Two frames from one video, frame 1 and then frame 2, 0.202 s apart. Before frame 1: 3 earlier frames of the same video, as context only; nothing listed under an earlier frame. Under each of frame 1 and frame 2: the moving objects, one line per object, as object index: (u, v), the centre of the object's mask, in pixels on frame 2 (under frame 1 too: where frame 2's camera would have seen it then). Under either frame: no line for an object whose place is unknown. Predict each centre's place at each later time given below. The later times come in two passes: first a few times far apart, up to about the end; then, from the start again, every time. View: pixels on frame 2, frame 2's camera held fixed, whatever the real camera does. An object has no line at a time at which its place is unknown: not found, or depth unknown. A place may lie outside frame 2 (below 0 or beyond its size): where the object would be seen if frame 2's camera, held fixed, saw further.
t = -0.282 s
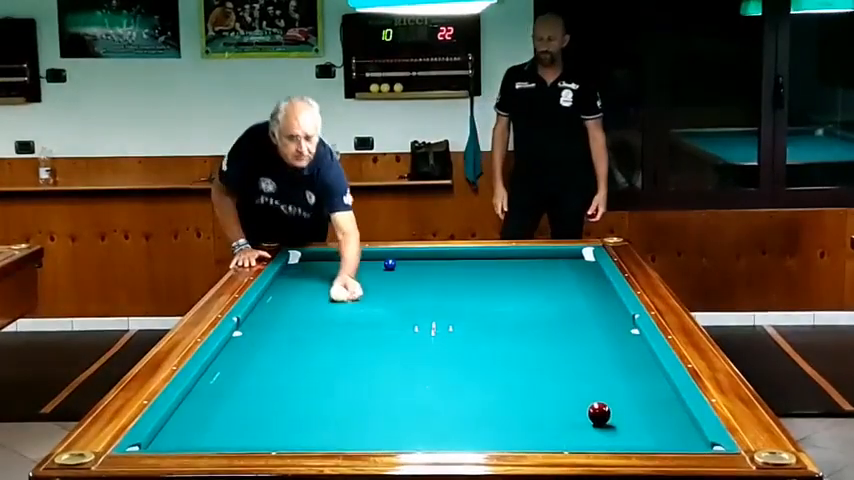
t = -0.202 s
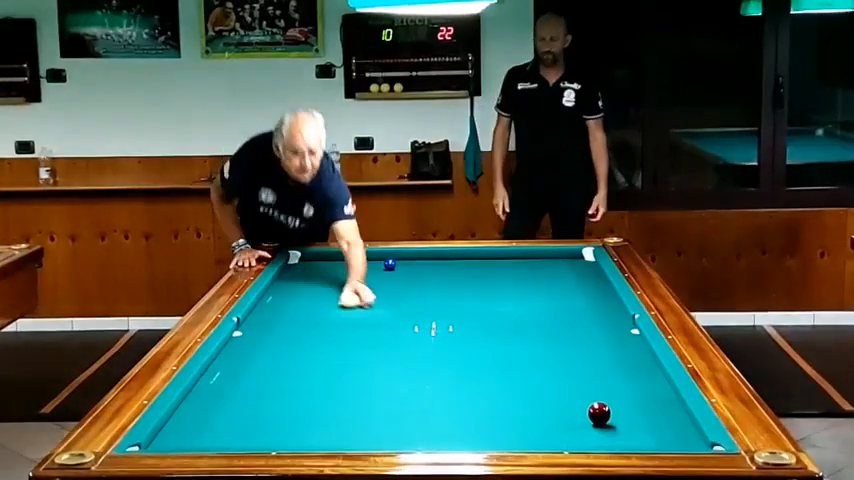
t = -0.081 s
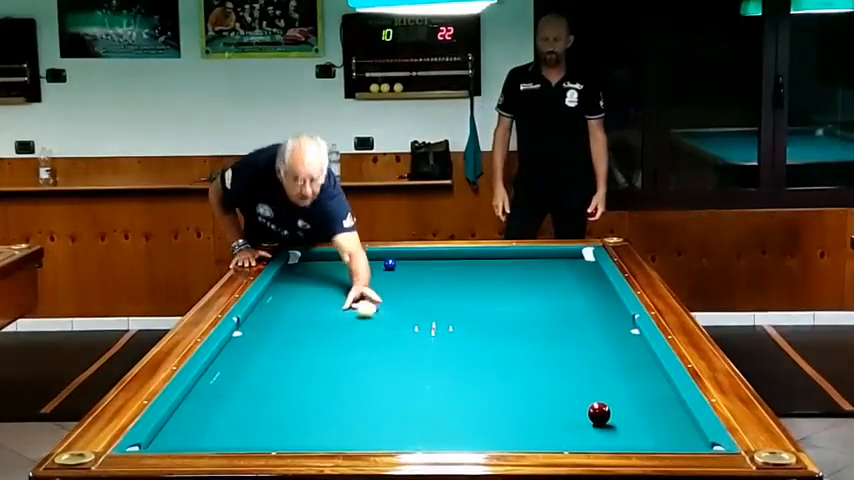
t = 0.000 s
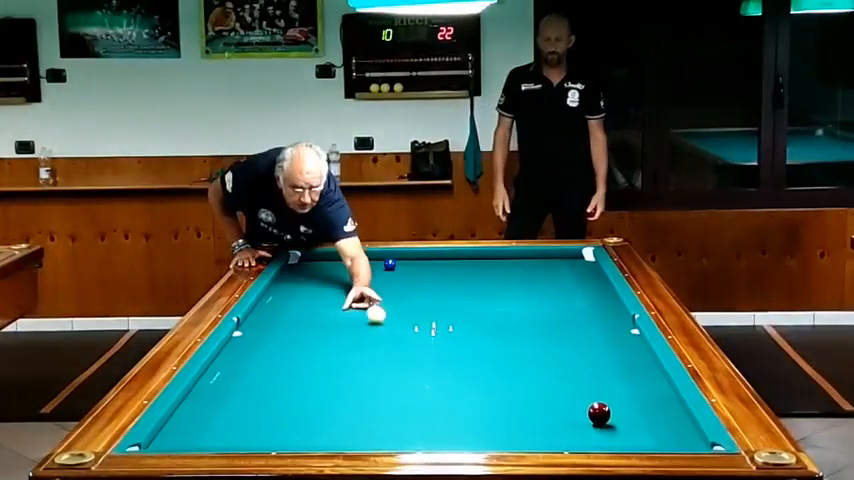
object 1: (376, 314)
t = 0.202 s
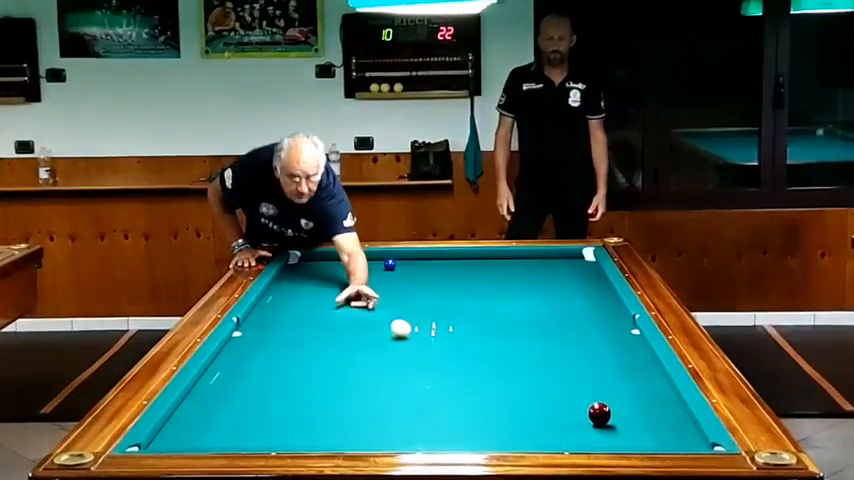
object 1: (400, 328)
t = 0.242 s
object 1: (405, 331)
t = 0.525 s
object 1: (442, 352)
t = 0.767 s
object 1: (479, 372)
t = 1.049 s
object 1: (527, 399)
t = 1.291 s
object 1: (574, 426)
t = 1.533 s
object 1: (625, 441)
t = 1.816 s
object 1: (652, 424)
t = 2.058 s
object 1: (673, 410)
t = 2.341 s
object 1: (651, 396)
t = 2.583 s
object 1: (632, 386)
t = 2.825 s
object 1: (614, 376)
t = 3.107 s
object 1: (595, 365)
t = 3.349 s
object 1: (580, 357)
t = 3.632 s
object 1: (564, 347)
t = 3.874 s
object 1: (551, 340)
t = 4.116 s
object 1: (538, 333)
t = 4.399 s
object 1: (525, 326)
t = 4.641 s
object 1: (513, 319)
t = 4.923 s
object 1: (502, 313)
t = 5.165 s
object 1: (493, 308)
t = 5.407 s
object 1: (484, 304)
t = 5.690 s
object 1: (475, 298)
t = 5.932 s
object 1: (468, 294)
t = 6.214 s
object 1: (460, 290)
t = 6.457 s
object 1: (454, 286)
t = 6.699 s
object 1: (447, 282)
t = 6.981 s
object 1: (441, 279)
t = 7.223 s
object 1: (435, 276)
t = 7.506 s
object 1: (429, 272)
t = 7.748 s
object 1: (424, 270)
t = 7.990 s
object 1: (420, 267)
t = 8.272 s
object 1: (415, 264)
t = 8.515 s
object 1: (411, 262)
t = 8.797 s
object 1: (407, 260)
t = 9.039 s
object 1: (403, 258)
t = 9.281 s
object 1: (400, 256)
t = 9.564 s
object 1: (397, 255)
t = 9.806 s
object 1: (395, 256)
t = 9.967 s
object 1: (393, 256)
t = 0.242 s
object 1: (405, 331)
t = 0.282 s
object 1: (410, 333)
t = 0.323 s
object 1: (415, 336)
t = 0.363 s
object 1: (420, 339)
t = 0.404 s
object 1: (426, 342)
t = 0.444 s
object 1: (431, 345)
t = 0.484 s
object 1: (437, 348)
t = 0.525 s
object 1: (442, 352)
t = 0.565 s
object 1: (448, 354)
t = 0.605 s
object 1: (454, 358)
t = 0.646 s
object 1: (460, 361)
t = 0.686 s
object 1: (466, 364)
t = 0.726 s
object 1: (472, 368)
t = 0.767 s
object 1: (479, 372)
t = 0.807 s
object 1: (485, 375)
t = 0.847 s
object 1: (492, 379)
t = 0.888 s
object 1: (498, 383)
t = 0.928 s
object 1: (505, 386)
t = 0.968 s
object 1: (513, 391)
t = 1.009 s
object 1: (520, 394)
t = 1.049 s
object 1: (527, 399)
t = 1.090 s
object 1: (535, 403)
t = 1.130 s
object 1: (542, 407)
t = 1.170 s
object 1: (550, 412)
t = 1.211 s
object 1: (558, 416)
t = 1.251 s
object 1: (566, 421)
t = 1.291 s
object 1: (574, 426)
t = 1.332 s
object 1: (584, 432)
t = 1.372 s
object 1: (592, 434)
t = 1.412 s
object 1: (601, 438)
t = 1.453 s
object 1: (610, 441)
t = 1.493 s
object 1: (619, 443)
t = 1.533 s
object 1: (625, 441)
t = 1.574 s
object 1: (629, 440)
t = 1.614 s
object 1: (632, 437)
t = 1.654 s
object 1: (636, 435)
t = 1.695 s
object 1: (640, 433)
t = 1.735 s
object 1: (643, 430)
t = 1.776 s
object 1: (647, 427)
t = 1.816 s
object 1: (652, 424)
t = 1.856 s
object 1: (655, 422)
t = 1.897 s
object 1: (659, 420)
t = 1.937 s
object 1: (663, 417)
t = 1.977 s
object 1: (666, 415)
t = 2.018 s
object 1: (670, 412)
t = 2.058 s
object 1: (673, 410)
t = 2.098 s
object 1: (673, 408)
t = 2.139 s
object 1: (668, 406)
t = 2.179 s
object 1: (664, 404)
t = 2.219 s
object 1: (661, 402)
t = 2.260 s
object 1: (657, 400)
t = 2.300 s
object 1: (654, 398)
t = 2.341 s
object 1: (651, 396)
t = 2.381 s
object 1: (648, 394)
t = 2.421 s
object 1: (644, 393)
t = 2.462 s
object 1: (641, 391)
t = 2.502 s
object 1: (638, 389)
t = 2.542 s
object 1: (635, 387)
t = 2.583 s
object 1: (632, 386)
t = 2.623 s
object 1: (629, 384)
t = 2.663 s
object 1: (626, 382)
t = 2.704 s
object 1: (623, 380)
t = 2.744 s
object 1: (620, 379)
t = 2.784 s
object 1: (617, 377)
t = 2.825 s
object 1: (614, 376)
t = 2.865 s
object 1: (611, 374)
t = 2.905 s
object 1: (608, 373)
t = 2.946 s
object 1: (606, 371)
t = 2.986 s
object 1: (603, 370)
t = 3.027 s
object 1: (600, 368)
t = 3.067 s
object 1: (598, 367)
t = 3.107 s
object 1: (595, 365)
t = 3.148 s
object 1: (592, 364)
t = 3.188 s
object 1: (590, 362)
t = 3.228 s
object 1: (587, 361)
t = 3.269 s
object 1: (585, 360)
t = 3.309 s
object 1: (582, 358)
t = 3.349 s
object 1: (580, 357)
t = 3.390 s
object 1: (578, 355)
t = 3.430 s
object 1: (575, 354)
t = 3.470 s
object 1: (573, 353)
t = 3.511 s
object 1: (570, 352)
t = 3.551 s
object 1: (568, 350)
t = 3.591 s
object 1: (566, 349)
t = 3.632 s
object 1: (564, 347)
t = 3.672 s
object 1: (562, 346)
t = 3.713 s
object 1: (560, 345)
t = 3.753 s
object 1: (557, 344)
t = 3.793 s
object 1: (555, 342)
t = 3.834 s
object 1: (553, 341)
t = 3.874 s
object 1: (551, 340)
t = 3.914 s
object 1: (549, 339)
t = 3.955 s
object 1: (547, 338)
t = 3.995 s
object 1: (545, 337)
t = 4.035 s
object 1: (543, 335)
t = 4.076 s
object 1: (541, 334)
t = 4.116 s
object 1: (538, 333)
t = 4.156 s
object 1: (537, 333)
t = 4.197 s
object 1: (535, 331)
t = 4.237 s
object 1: (533, 330)
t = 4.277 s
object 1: (531, 329)
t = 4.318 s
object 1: (529, 328)
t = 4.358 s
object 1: (527, 327)
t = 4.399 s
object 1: (525, 326)
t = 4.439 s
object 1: (524, 325)
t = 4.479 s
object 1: (522, 324)
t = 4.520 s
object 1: (520, 323)
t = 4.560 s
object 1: (518, 322)
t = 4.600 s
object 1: (516, 321)
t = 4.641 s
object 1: (513, 319)
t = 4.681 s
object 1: (511, 318)
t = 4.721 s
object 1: (510, 318)
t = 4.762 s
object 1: (508, 317)
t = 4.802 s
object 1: (507, 316)
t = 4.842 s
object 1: (505, 315)
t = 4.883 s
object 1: (503, 314)
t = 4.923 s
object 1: (502, 313)
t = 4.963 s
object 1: (500, 312)
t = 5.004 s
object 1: (499, 311)
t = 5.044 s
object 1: (497, 311)
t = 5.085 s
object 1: (496, 310)
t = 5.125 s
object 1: (494, 309)
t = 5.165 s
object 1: (493, 308)
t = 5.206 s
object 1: (492, 307)
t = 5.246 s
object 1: (490, 306)
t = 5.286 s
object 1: (489, 306)
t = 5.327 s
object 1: (487, 305)
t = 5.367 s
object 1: (486, 304)
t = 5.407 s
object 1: (484, 304)
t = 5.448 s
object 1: (483, 303)
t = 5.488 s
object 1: (481, 302)
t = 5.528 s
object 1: (480, 301)
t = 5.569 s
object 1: (479, 301)
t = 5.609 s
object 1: (478, 300)
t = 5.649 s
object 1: (477, 299)
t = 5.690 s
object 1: (475, 298)
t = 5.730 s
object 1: (474, 298)
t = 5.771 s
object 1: (473, 297)
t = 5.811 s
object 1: (472, 296)
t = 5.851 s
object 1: (471, 296)
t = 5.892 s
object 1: (469, 295)
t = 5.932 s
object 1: (468, 294)
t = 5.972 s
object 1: (467, 294)
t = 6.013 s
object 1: (466, 293)
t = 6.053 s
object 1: (465, 292)
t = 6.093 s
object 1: (463, 292)
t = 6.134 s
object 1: (462, 291)
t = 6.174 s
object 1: (461, 290)
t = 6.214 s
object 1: (460, 290)
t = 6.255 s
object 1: (459, 289)
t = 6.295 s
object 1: (458, 288)
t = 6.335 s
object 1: (457, 288)
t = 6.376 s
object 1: (456, 287)
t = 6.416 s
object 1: (455, 286)
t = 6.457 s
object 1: (454, 286)
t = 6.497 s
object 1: (452, 285)
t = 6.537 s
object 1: (451, 285)
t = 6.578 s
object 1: (450, 284)
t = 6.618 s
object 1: (449, 283)
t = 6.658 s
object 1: (448, 283)
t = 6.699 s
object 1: (447, 282)
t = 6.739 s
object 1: (446, 282)
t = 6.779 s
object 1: (445, 281)
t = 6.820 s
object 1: (444, 281)
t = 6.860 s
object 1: (443, 280)
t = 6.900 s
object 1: (442, 280)
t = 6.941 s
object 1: (442, 279)
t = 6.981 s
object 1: (441, 279)
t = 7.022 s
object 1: (440, 278)
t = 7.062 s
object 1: (439, 278)
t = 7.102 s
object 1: (438, 277)
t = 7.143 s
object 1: (437, 277)
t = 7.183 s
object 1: (436, 276)
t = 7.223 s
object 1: (435, 276)
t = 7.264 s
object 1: (434, 275)
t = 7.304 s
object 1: (433, 275)
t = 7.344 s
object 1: (432, 274)
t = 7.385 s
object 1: (432, 274)
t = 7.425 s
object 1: (431, 273)
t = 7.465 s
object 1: (430, 273)
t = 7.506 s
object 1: (429, 272)
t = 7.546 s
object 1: (429, 272)
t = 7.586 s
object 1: (427, 272)
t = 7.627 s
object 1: (427, 271)
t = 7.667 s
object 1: (426, 271)
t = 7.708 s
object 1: (425, 270)
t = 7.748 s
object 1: (424, 270)
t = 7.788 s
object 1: (423, 269)
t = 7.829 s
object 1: (423, 269)
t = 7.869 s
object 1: (422, 269)
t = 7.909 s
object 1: (421, 268)
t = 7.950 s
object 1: (420, 268)
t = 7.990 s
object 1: (420, 267)
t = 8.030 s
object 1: (419, 267)
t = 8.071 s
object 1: (418, 266)
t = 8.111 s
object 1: (418, 266)
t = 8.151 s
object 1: (417, 265)
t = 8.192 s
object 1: (416, 265)
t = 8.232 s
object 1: (415, 265)
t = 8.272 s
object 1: (415, 264)
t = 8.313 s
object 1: (414, 264)
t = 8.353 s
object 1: (414, 264)
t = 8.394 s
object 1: (413, 263)
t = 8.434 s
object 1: (412, 263)
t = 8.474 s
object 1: (412, 263)
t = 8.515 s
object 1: (411, 262)
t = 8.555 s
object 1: (410, 262)
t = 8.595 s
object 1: (410, 262)
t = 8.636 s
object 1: (409, 261)
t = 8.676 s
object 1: (408, 261)
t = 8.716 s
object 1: (408, 260)
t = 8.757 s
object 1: (407, 260)
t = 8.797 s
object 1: (407, 260)
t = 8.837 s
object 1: (406, 259)
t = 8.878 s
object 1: (405, 259)
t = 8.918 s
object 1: (405, 259)
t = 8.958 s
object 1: (404, 258)
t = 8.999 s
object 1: (404, 258)
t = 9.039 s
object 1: (403, 258)
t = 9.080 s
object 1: (403, 257)
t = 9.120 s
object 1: (402, 257)
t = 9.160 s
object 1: (402, 257)
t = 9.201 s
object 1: (401, 256)
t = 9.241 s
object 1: (400, 256)
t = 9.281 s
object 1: (400, 256)
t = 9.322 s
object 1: (399, 255)
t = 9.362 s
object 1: (399, 255)
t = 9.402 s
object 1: (399, 255)
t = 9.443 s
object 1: (399, 255)
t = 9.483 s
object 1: (398, 255)
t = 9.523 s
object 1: (398, 255)
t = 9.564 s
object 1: (397, 255)
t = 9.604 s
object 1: (396, 255)
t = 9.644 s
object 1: (396, 256)
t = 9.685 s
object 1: (396, 255)
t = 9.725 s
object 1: (395, 256)
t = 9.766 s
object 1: (395, 256)
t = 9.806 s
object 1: (395, 256)
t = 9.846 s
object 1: (394, 256)
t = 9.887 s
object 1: (394, 256)
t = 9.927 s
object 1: (393, 256)
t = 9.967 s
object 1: (393, 256)
